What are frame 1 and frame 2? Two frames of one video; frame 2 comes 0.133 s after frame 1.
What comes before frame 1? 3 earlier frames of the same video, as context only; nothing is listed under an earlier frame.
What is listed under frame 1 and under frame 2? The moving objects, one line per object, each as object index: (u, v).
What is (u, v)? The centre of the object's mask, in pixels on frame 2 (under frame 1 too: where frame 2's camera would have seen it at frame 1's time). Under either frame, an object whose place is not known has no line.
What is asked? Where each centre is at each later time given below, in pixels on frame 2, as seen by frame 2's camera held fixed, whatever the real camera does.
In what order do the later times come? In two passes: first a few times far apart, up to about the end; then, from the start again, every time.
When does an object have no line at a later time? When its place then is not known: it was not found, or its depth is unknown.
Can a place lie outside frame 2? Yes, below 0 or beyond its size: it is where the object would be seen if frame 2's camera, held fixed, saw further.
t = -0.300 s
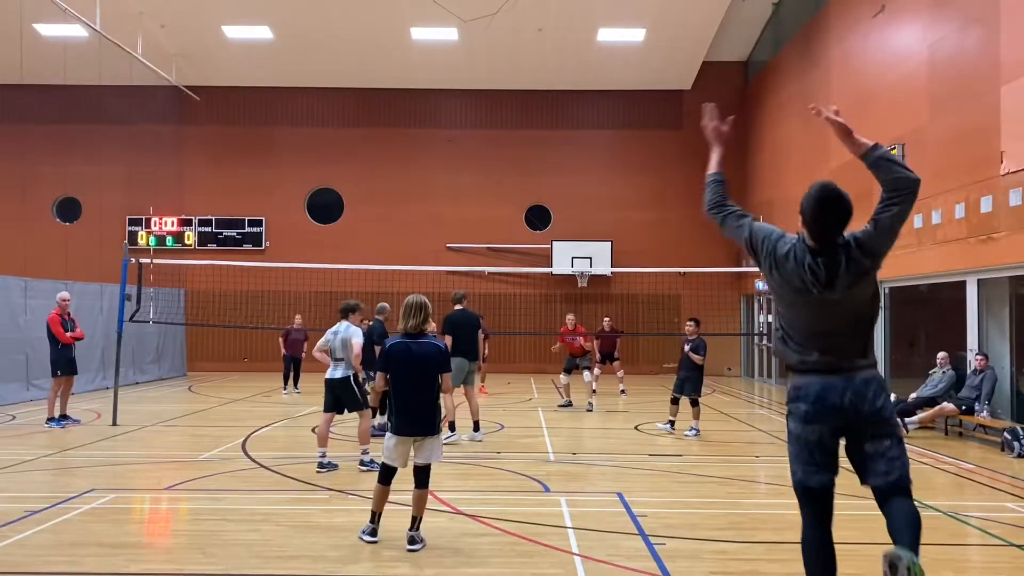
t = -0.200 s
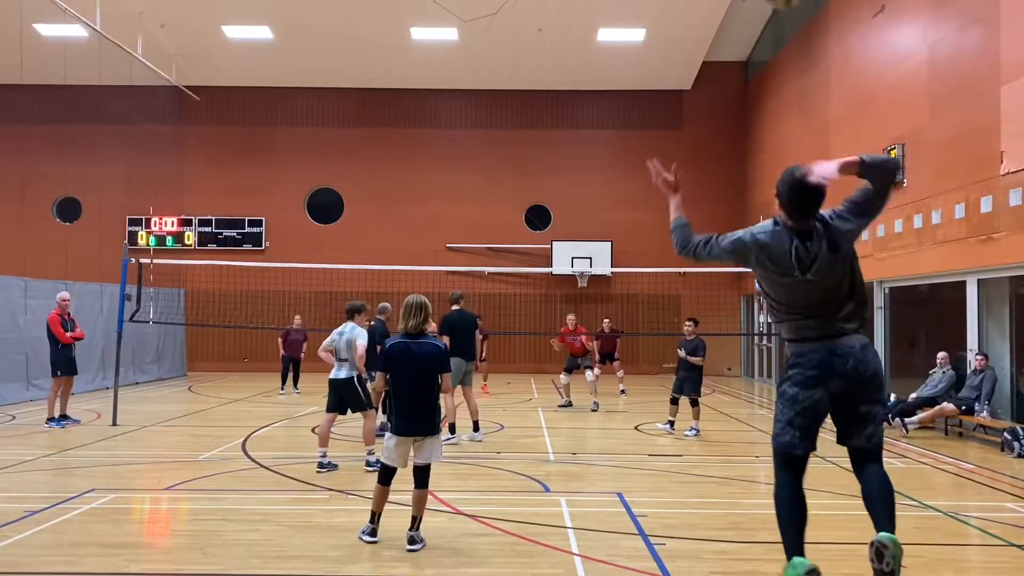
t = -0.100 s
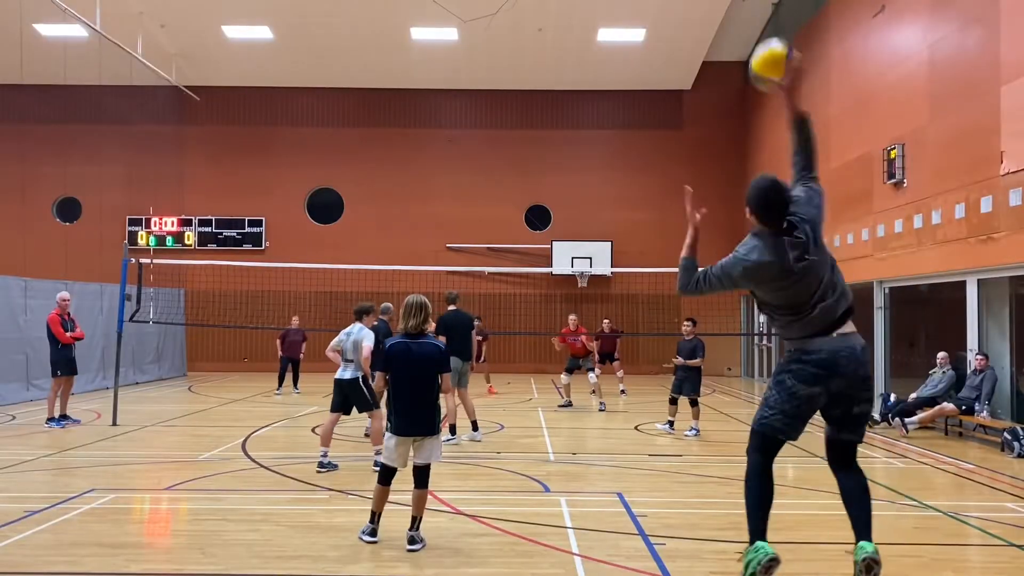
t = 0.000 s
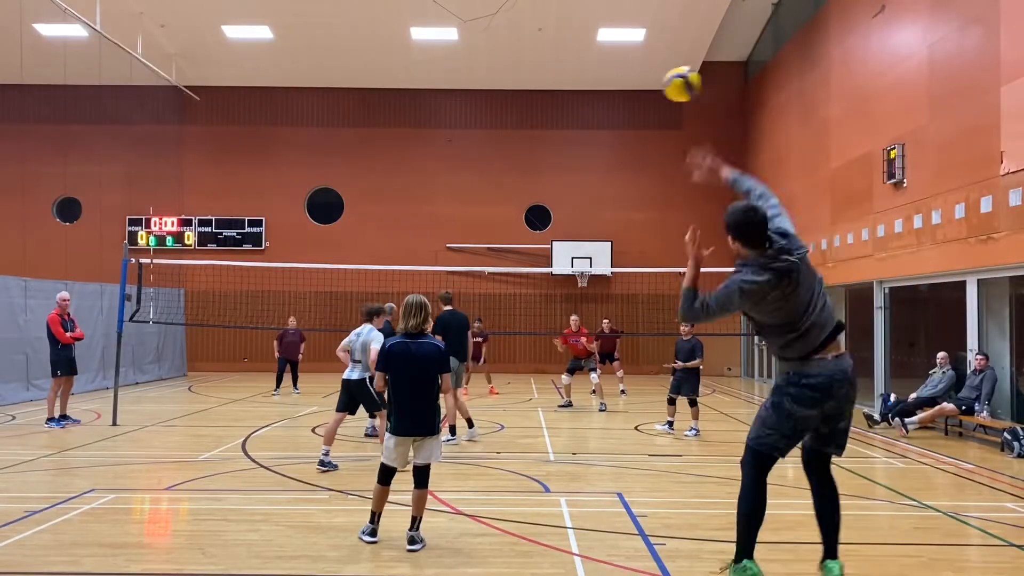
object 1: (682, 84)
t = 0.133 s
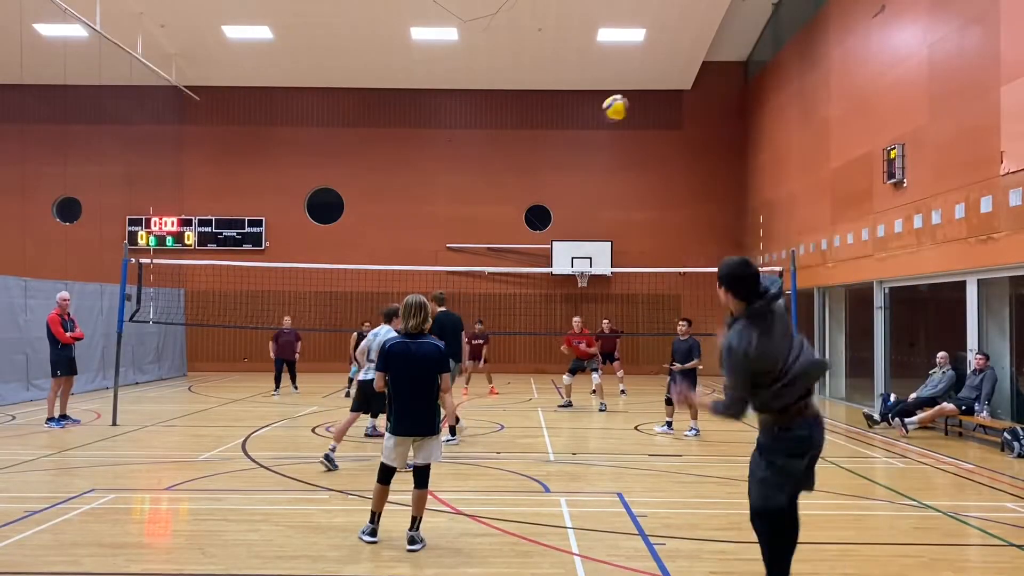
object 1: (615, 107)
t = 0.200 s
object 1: (595, 122)
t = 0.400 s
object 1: (559, 168)
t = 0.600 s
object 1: (534, 220)
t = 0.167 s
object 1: (604, 115)
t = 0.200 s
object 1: (595, 122)
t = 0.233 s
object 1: (588, 129)
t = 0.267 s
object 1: (582, 136)
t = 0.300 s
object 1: (575, 145)
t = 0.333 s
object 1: (569, 153)
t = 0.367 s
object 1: (564, 160)
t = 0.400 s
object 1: (559, 168)
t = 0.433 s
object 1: (554, 176)
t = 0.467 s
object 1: (550, 185)
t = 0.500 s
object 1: (545, 193)
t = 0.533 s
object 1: (541, 202)
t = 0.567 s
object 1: (537, 211)
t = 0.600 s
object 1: (534, 220)
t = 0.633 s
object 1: (530, 228)
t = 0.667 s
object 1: (526, 237)
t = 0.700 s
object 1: (523, 247)
